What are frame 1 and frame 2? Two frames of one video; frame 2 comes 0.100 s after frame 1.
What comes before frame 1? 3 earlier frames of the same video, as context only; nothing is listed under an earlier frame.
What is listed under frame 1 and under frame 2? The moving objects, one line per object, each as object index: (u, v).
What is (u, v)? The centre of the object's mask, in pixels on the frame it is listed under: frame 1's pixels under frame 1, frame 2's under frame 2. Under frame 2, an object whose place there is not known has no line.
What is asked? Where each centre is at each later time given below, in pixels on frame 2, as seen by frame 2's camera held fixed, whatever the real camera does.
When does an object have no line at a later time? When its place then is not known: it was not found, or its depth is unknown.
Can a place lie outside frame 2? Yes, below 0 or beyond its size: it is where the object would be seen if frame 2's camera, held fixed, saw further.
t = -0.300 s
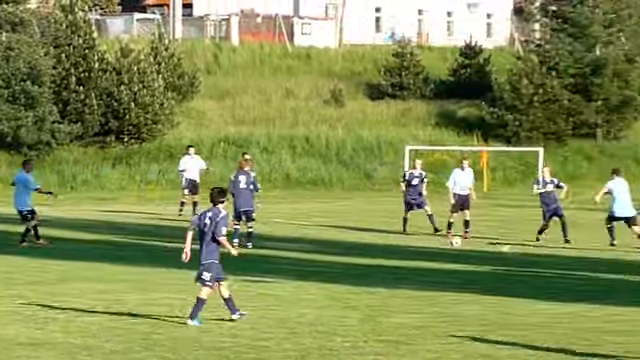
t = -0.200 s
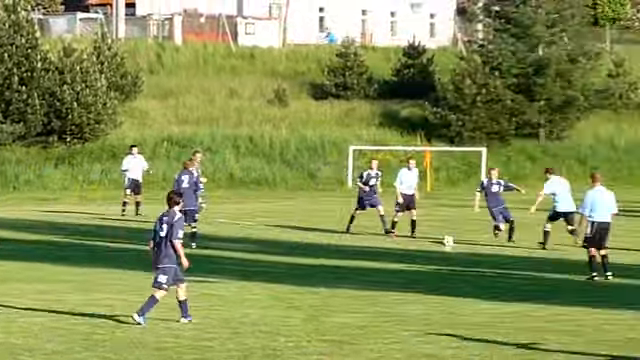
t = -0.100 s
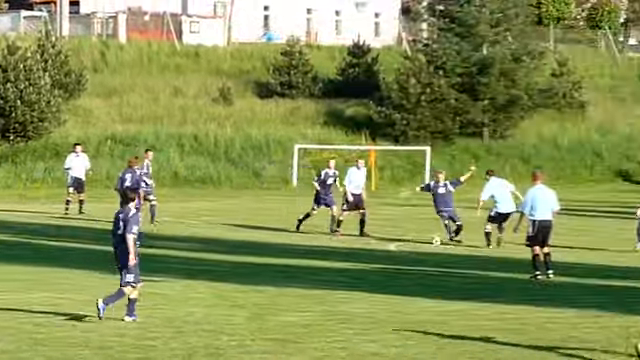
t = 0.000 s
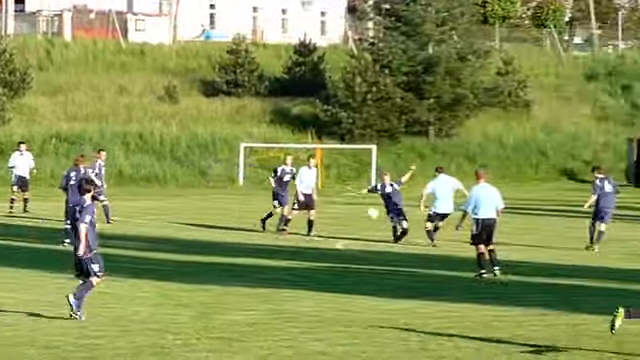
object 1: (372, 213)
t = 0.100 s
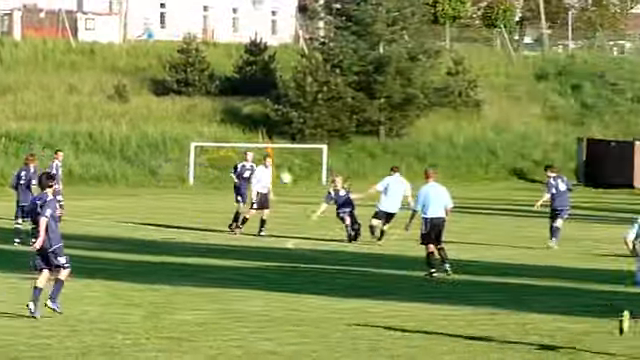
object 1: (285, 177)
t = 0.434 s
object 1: (159, 79)
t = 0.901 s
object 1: (-32, 2)
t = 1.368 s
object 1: (-262, 21)
